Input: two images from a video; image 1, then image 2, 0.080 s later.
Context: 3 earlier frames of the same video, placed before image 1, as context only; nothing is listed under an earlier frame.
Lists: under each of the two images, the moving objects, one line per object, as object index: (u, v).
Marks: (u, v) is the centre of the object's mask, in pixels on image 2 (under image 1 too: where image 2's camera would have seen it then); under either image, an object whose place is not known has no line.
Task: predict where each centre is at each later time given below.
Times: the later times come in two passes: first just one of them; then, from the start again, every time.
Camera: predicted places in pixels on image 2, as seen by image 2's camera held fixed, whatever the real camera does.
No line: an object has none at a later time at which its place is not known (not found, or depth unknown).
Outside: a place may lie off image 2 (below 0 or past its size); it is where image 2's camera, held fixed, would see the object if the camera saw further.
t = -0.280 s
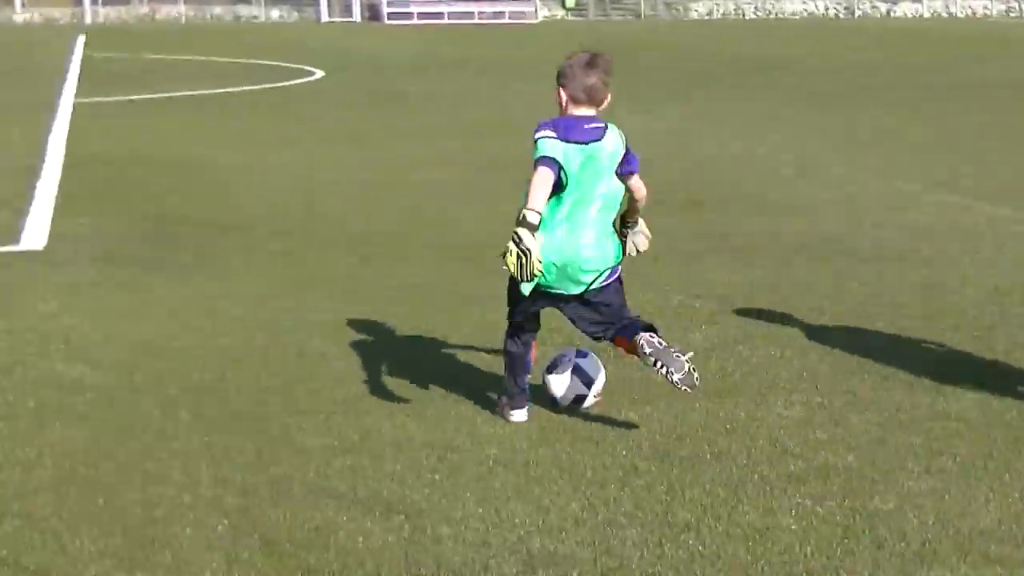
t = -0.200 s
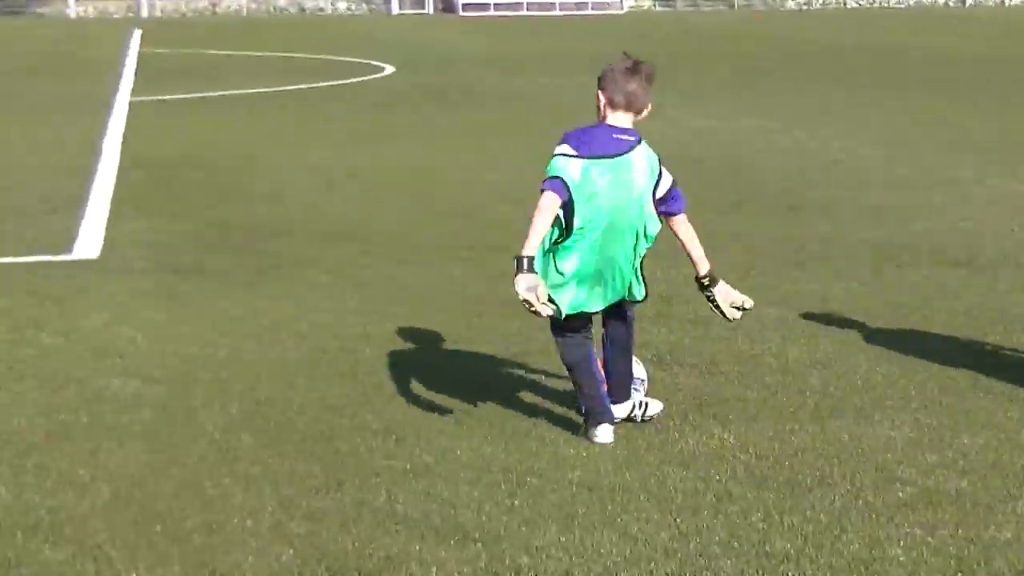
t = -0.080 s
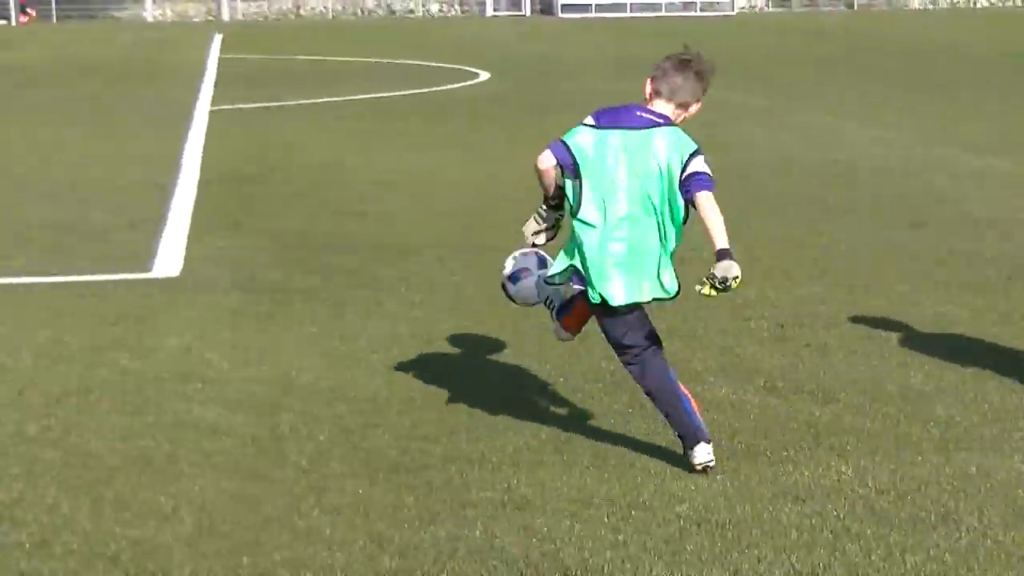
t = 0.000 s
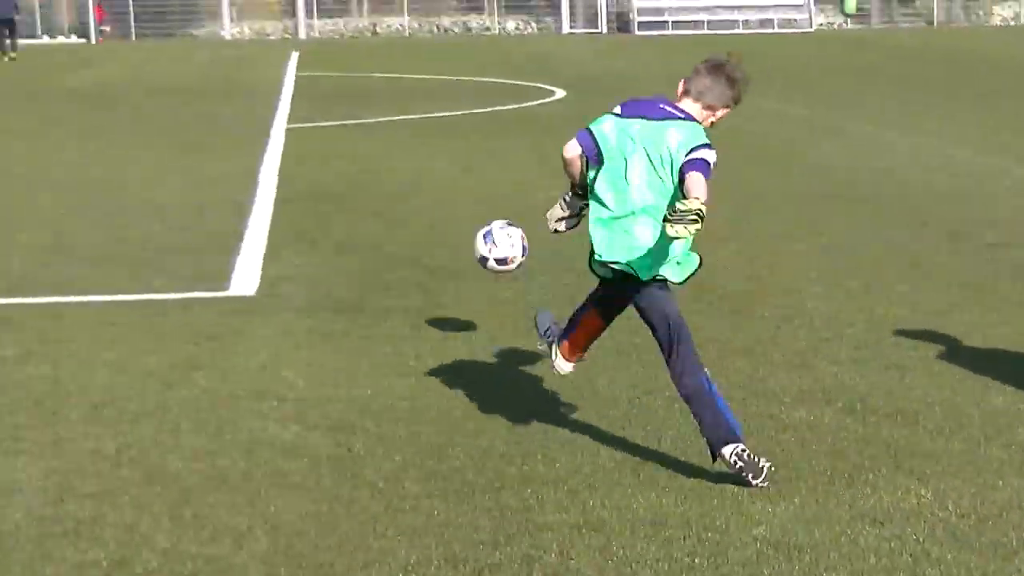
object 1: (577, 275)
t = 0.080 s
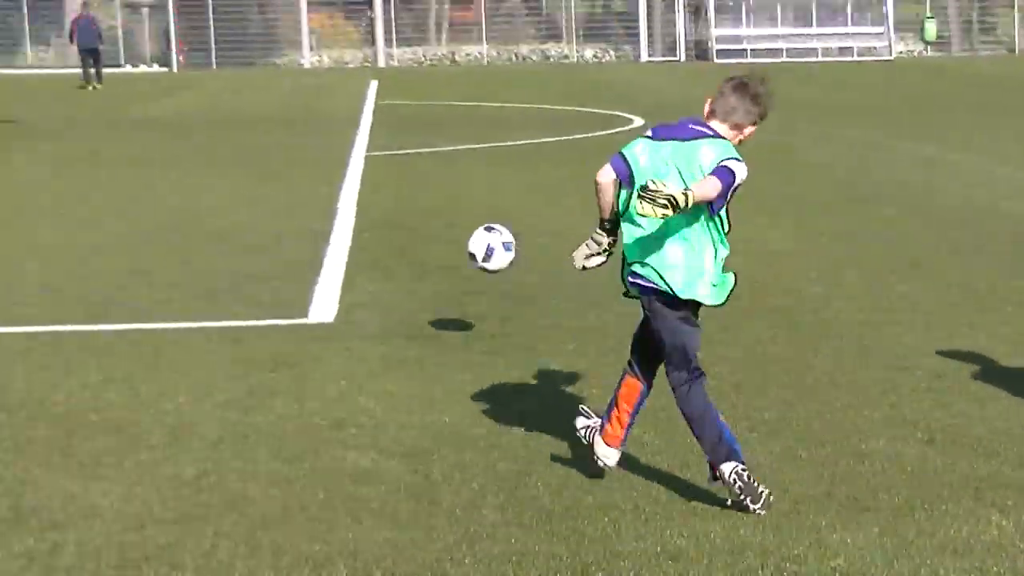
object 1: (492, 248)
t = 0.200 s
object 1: (386, 241)
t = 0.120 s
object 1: (453, 241)
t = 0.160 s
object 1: (419, 239)
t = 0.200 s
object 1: (386, 241)
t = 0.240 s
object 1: (356, 246)
